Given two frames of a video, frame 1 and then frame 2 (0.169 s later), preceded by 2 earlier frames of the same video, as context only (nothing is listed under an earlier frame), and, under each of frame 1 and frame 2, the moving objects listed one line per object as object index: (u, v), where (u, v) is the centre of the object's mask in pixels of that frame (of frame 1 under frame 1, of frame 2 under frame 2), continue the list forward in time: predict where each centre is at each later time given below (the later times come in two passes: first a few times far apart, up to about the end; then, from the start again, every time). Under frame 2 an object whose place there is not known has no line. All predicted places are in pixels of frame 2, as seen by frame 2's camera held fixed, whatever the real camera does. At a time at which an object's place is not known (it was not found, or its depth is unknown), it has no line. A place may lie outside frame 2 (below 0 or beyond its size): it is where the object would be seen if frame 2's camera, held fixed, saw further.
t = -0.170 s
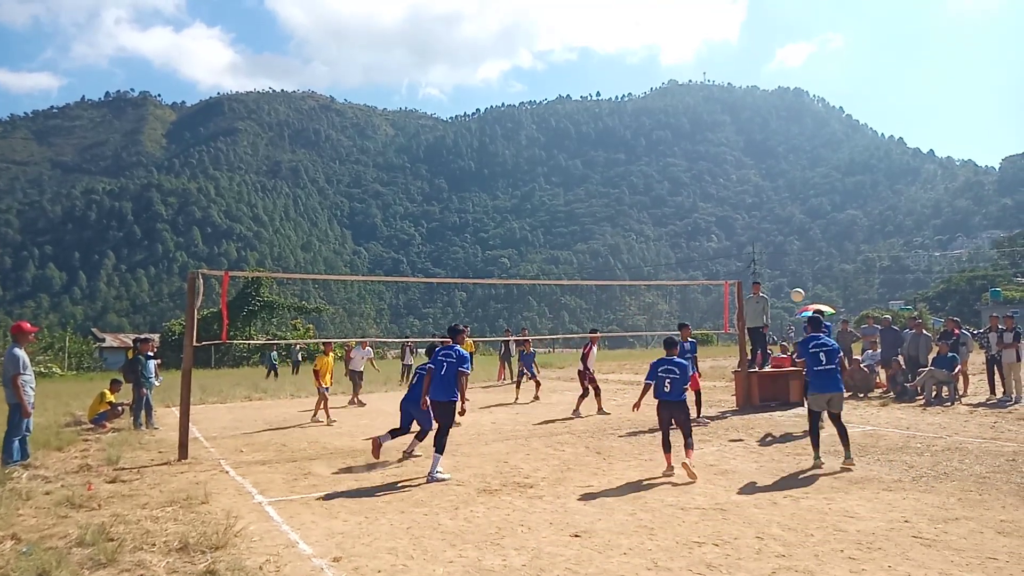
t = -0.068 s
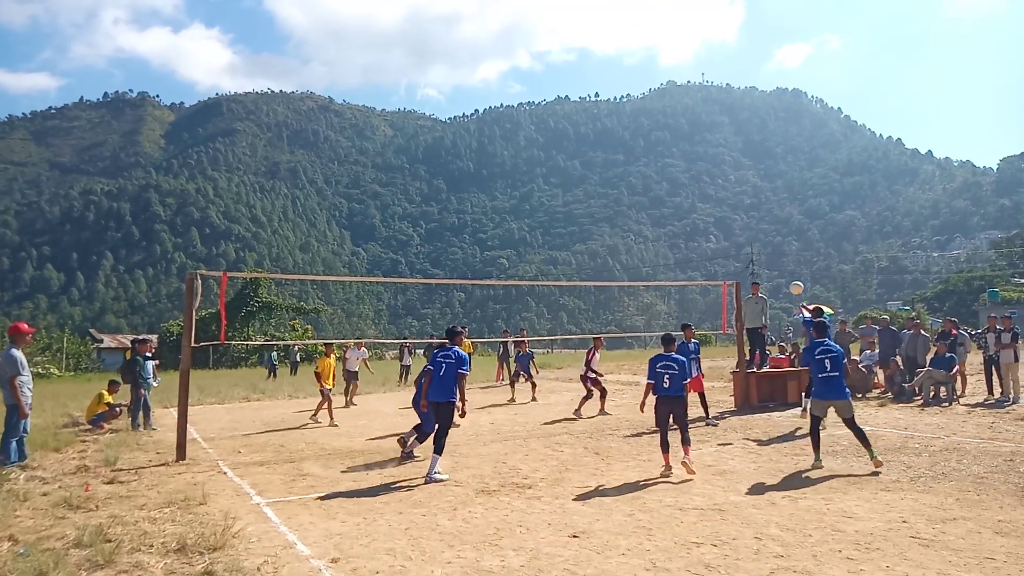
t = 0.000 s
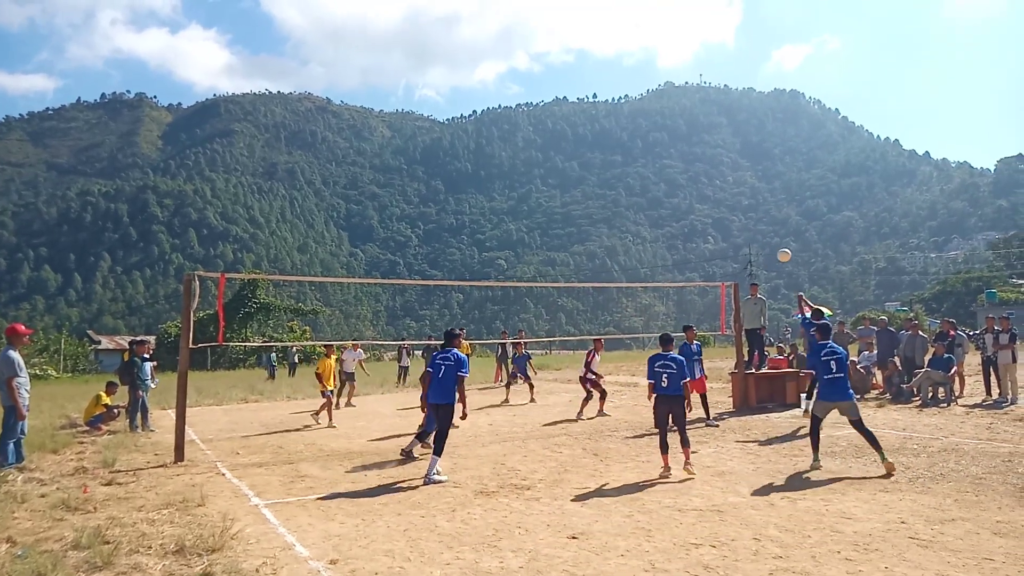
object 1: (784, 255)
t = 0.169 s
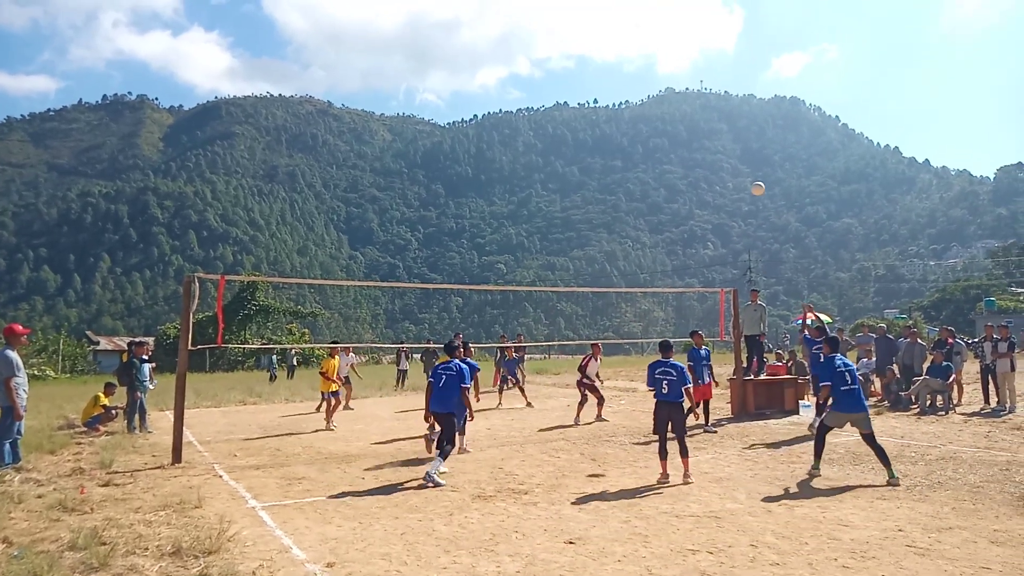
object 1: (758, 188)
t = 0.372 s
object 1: (727, 123)
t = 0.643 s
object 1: (684, 73)
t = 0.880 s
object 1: (644, 66)
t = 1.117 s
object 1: (603, 96)
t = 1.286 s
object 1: (573, 142)
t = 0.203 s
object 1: (752, 176)
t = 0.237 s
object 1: (748, 164)
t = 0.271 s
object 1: (743, 153)
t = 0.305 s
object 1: (738, 142)
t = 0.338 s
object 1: (732, 133)
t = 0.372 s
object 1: (727, 123)
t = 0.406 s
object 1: (722, 115)
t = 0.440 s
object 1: (716, 107)
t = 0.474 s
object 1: (711, 100)
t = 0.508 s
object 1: (705, 93)
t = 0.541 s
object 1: (700, 88)
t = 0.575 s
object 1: (695, 82)
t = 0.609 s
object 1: (689, 77)
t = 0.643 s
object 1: (684, 73)
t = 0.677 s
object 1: (678, 70)
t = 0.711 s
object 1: (673, 68)
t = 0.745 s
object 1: (667, 66)
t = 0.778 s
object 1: (661, 65)
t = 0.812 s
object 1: (655, 64)
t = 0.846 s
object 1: (650, 65)
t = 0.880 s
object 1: (644, 66)
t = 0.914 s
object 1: (638, 68)
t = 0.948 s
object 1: (632, 70)
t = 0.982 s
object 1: (627, 74)
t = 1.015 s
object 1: (621, 78)
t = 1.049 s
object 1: (615, 83)
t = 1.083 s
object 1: (609, 89)
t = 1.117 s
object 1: (603, 96)
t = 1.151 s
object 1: (597, 103)
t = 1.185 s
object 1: (592, 112)
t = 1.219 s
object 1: (586, 120)
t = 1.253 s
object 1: (580, 131)
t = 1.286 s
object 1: (573, 142)
